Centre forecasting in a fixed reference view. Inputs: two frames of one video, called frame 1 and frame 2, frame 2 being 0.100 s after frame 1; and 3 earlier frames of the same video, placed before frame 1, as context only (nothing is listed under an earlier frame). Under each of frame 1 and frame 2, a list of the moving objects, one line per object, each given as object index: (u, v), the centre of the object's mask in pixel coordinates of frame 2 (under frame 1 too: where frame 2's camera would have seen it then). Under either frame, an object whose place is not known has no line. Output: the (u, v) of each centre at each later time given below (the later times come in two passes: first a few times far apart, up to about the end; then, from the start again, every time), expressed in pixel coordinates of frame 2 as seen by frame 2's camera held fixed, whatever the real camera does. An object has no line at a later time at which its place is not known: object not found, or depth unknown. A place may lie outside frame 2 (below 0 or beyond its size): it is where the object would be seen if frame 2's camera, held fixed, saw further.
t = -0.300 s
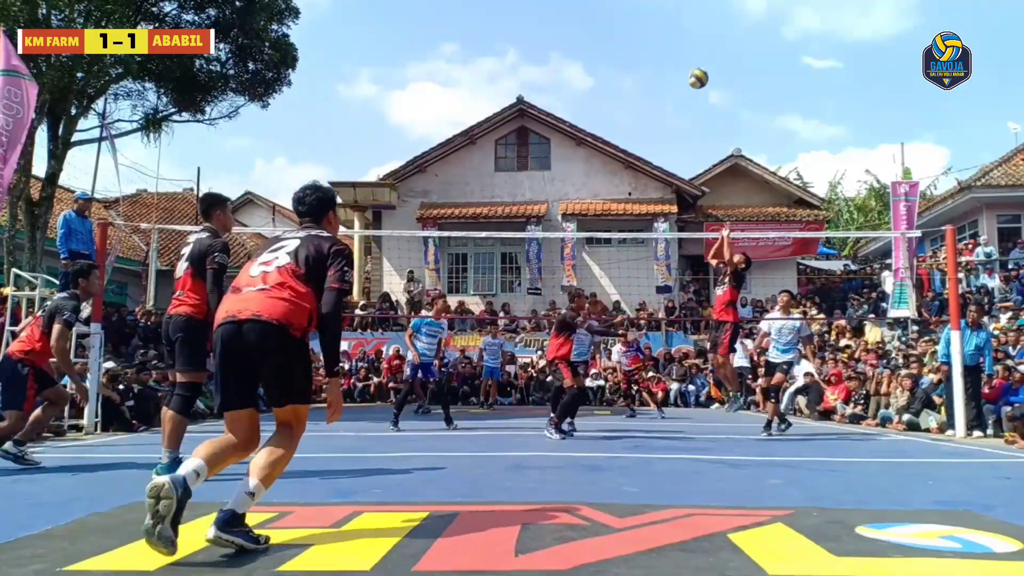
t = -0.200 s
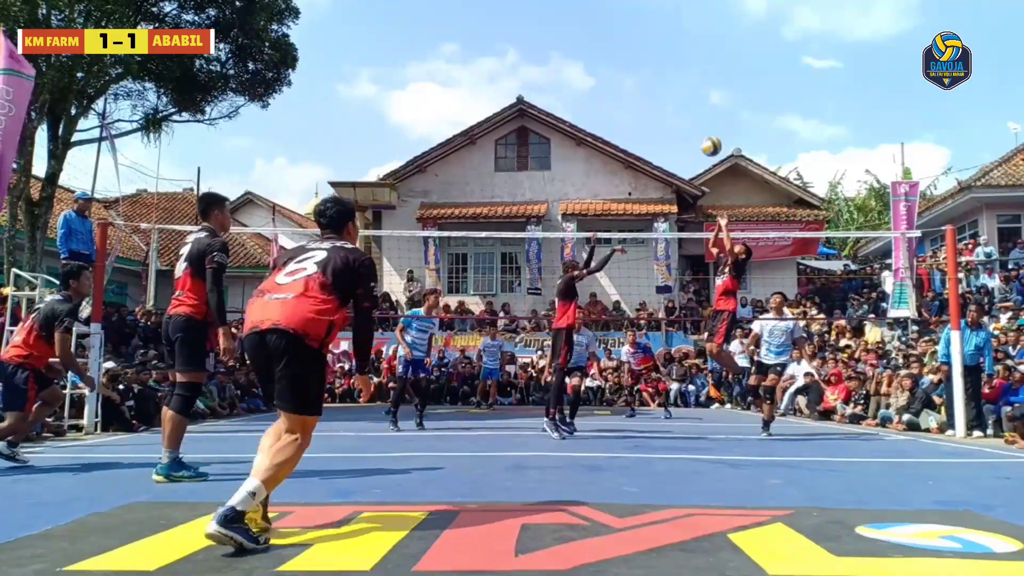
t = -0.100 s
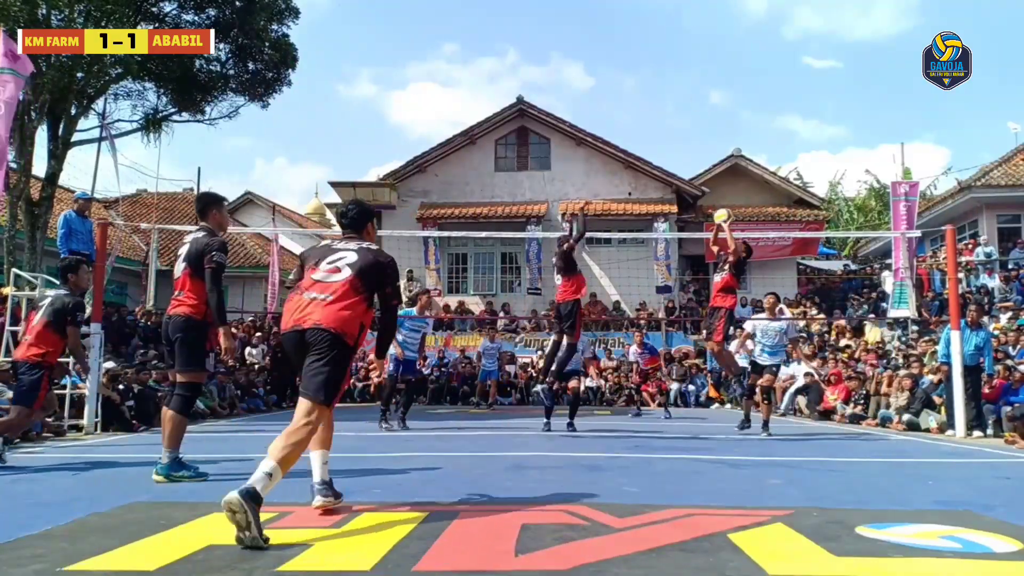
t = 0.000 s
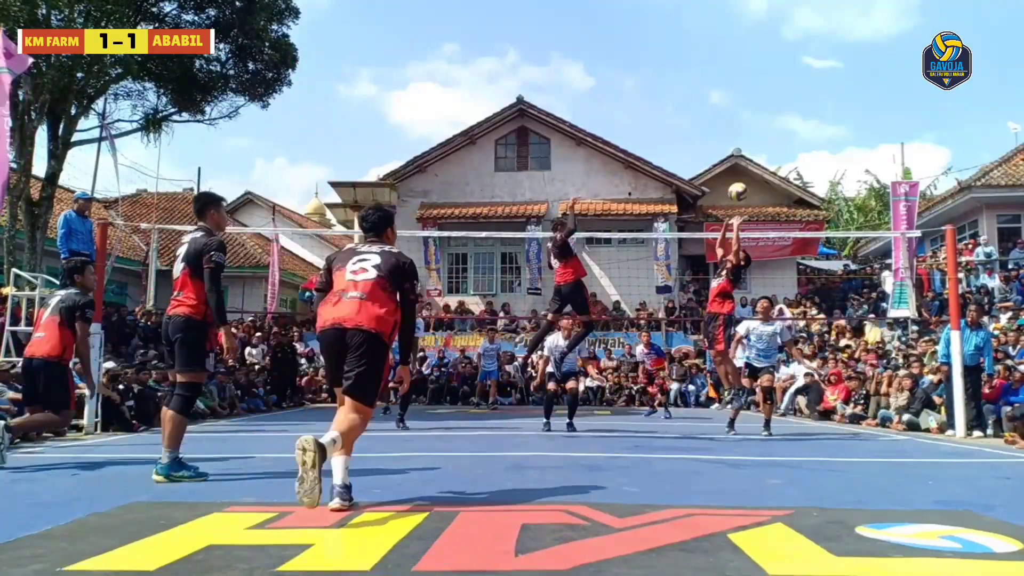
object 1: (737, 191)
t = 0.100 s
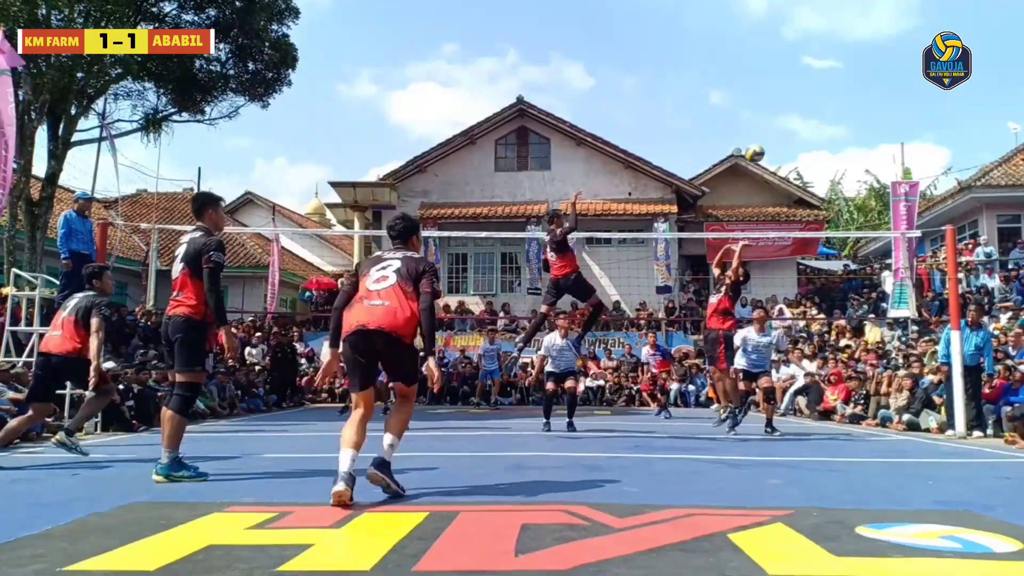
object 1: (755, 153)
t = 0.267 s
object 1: (783, 104)
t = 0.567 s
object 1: (840, 80)
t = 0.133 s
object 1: (760, 142)
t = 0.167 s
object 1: (765, 130)
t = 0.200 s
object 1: (771, 122)
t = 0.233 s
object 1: (778, 112)
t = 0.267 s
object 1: (783, 104)
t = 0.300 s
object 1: (789, 99)
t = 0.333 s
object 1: (795, 93)
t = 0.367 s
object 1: (801, 88)
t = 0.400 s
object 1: (807, 85)
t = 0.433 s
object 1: (813, 82)
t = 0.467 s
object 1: (820, 80)
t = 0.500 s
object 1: (826, 79)
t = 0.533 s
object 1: (833, 79)
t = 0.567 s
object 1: (840, 80)
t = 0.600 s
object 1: (847, 82)
